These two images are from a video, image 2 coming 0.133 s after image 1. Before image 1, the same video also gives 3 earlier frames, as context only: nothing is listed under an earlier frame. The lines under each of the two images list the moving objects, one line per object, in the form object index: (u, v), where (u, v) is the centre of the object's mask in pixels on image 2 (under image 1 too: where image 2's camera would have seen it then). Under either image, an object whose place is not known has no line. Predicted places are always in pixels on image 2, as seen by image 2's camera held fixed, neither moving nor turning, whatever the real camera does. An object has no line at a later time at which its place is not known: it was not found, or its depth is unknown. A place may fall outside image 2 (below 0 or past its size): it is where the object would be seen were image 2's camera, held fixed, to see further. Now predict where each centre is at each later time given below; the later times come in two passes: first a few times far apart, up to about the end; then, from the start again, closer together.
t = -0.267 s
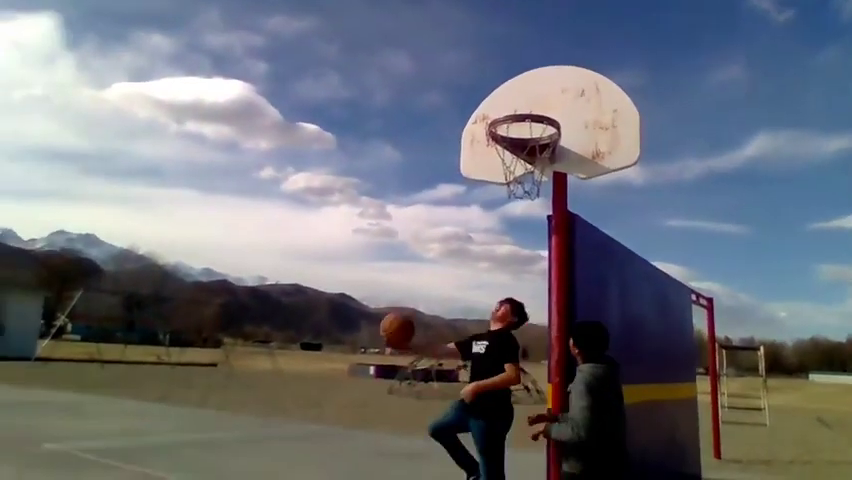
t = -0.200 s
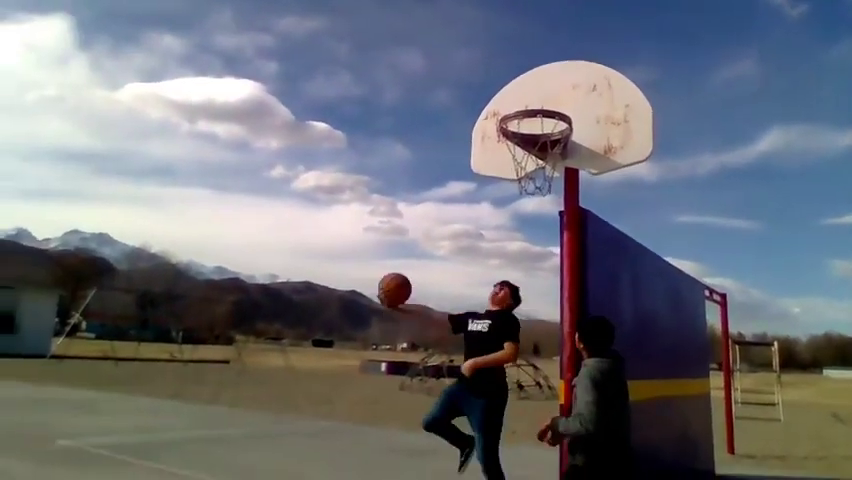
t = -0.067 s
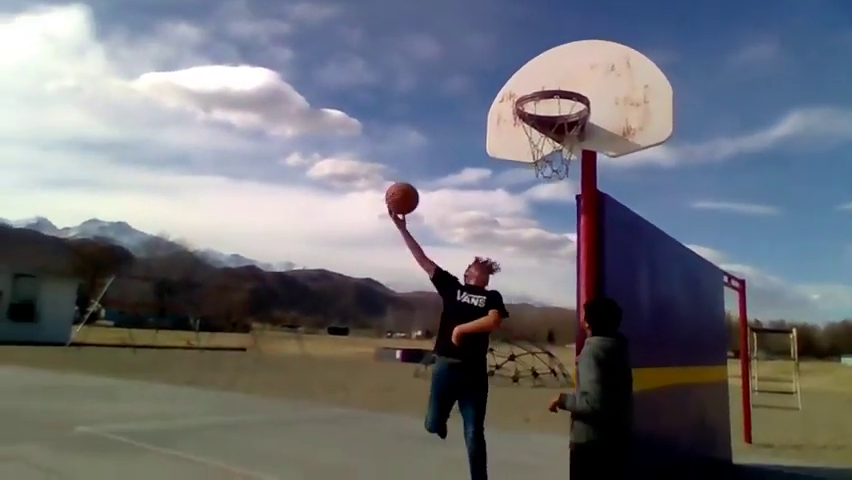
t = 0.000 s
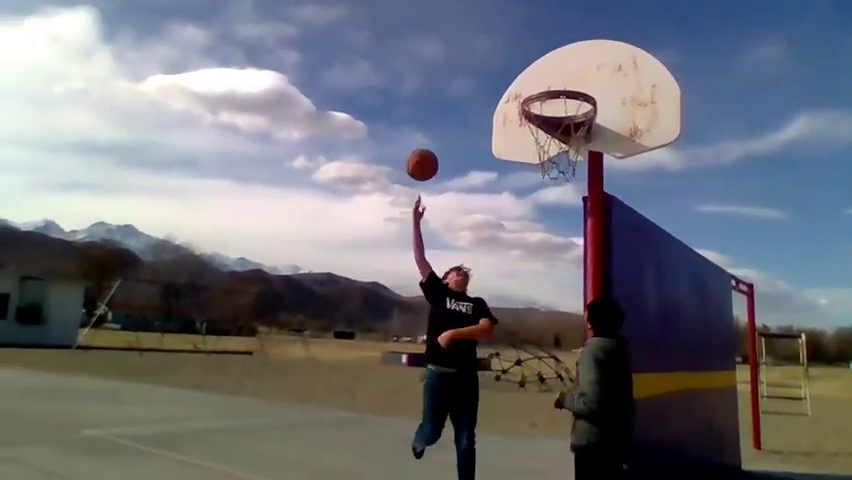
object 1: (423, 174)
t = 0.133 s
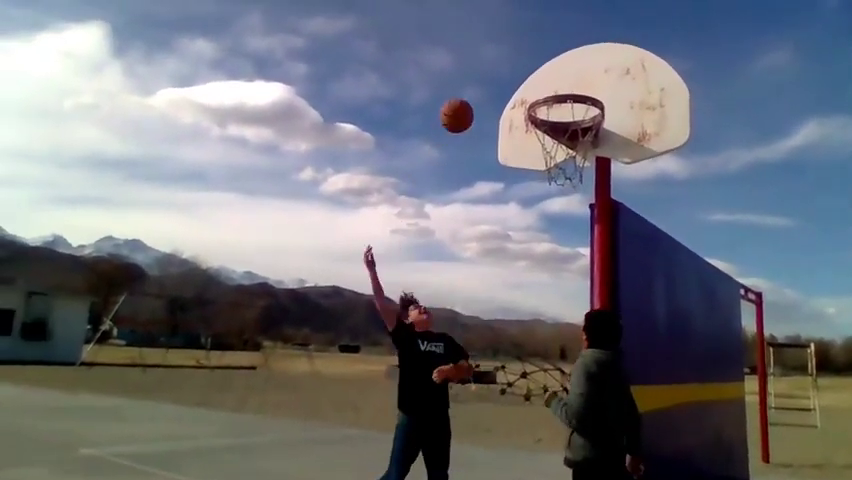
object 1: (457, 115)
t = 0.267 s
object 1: (491, 81)
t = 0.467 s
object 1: (531, 73)
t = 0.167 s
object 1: (468, 105)
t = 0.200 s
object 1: (477, 95)
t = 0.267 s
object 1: (491, 81)
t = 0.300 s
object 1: (495, 75)
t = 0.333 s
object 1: (503, 72)
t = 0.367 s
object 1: (510, 70)
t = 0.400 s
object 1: (517, 69)
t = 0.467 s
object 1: (531, 73)
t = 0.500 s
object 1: (538, 76)
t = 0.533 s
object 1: (546, 80)
